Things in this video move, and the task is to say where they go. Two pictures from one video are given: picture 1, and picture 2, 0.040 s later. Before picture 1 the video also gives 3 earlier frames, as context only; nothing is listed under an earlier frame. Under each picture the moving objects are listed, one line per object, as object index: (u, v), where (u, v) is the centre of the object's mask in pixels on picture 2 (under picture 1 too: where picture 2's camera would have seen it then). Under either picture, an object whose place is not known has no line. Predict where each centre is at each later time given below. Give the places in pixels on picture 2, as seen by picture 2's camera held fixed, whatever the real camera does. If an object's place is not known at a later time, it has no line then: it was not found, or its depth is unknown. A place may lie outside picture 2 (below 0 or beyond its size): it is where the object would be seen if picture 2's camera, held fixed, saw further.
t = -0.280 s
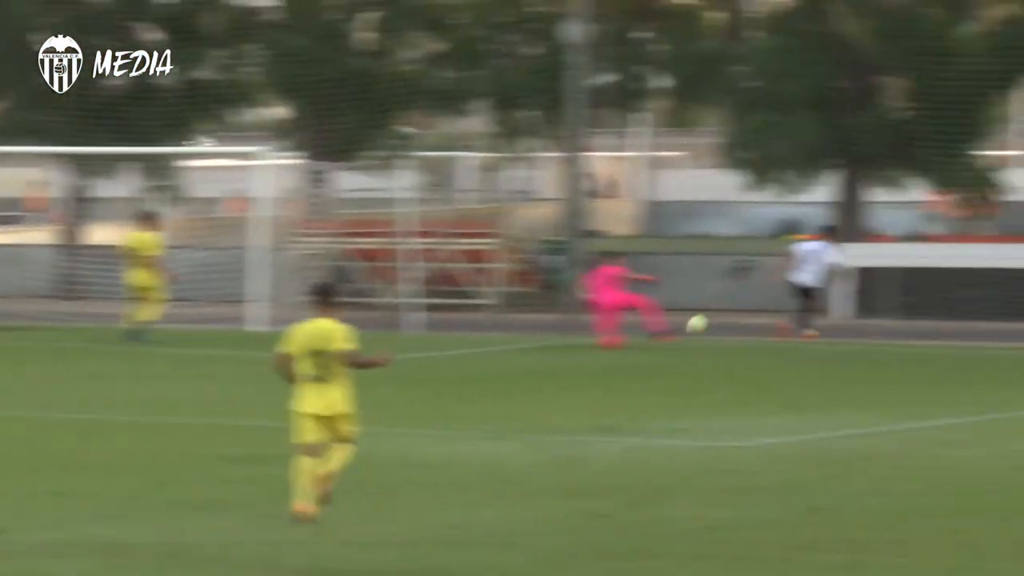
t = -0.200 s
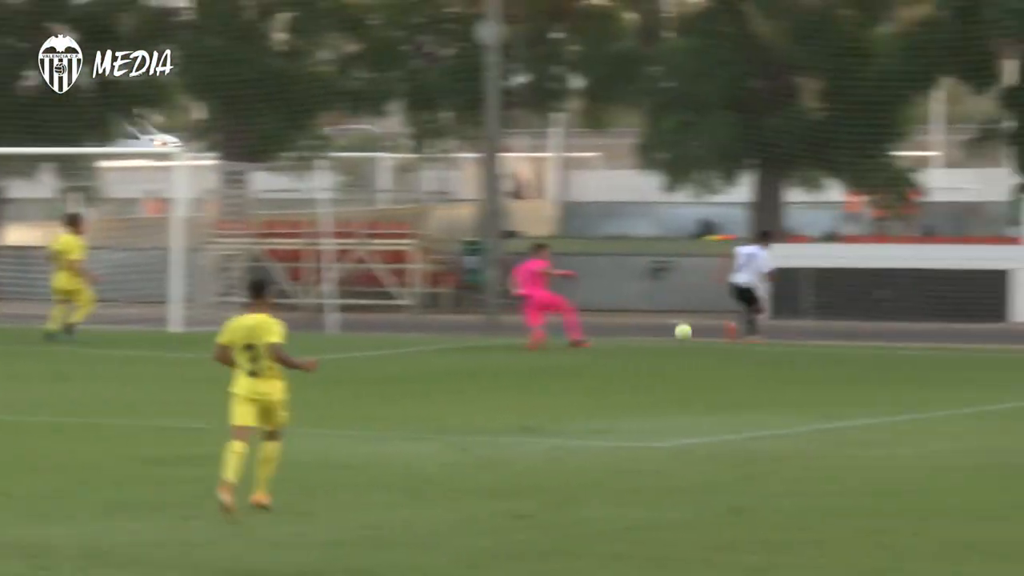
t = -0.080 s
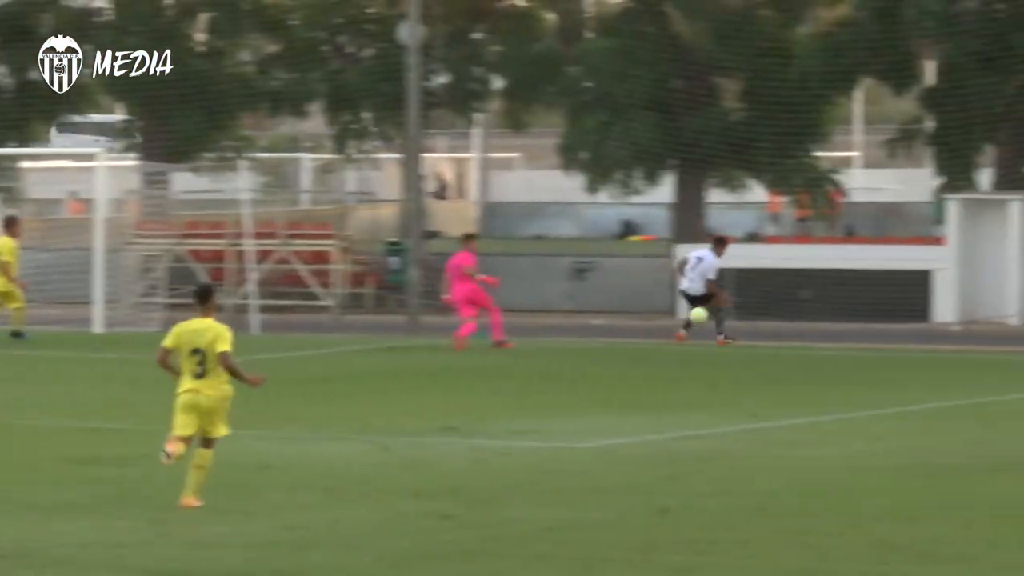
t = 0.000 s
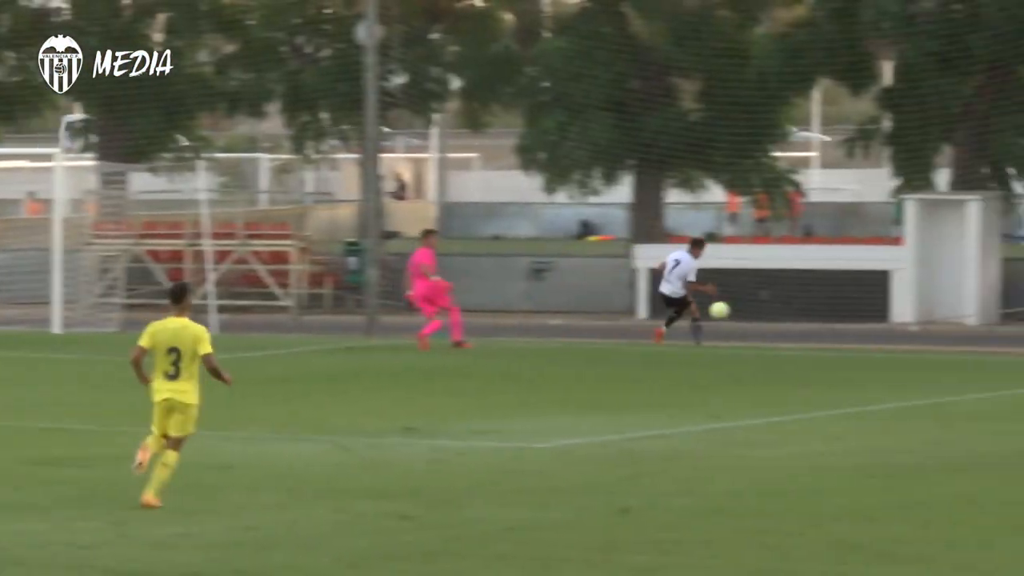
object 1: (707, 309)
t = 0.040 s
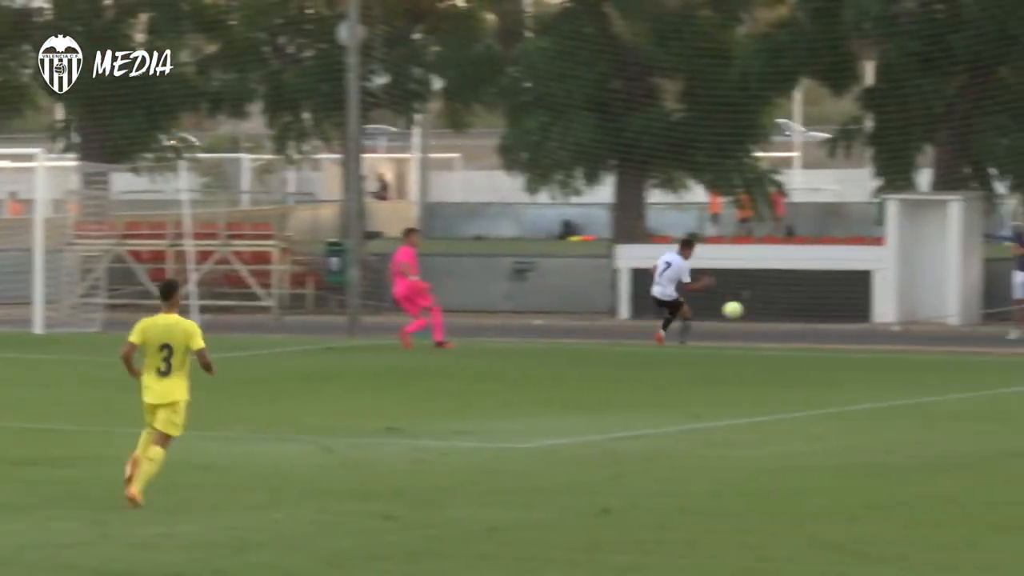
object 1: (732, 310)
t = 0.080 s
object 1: (756, 312)
